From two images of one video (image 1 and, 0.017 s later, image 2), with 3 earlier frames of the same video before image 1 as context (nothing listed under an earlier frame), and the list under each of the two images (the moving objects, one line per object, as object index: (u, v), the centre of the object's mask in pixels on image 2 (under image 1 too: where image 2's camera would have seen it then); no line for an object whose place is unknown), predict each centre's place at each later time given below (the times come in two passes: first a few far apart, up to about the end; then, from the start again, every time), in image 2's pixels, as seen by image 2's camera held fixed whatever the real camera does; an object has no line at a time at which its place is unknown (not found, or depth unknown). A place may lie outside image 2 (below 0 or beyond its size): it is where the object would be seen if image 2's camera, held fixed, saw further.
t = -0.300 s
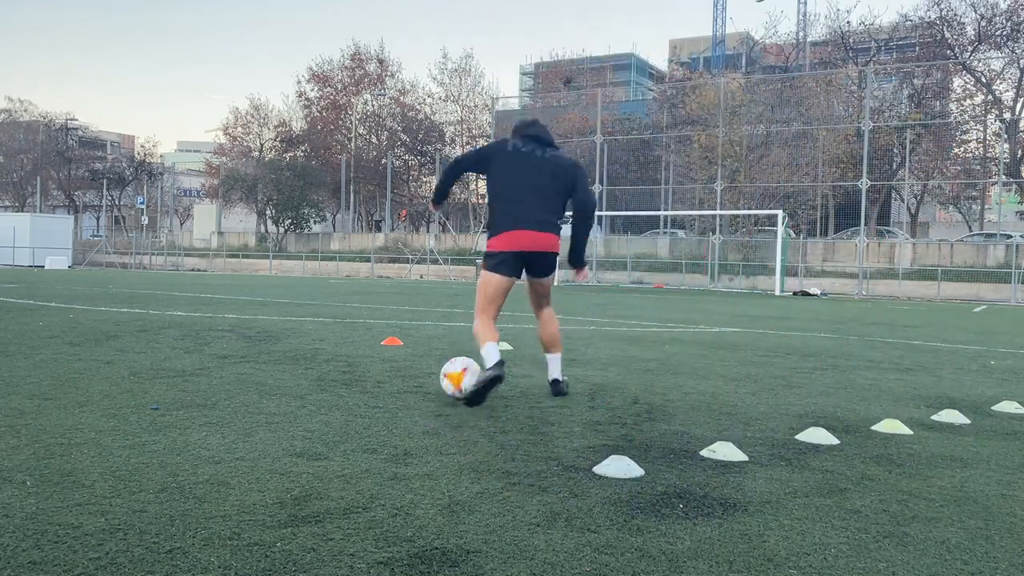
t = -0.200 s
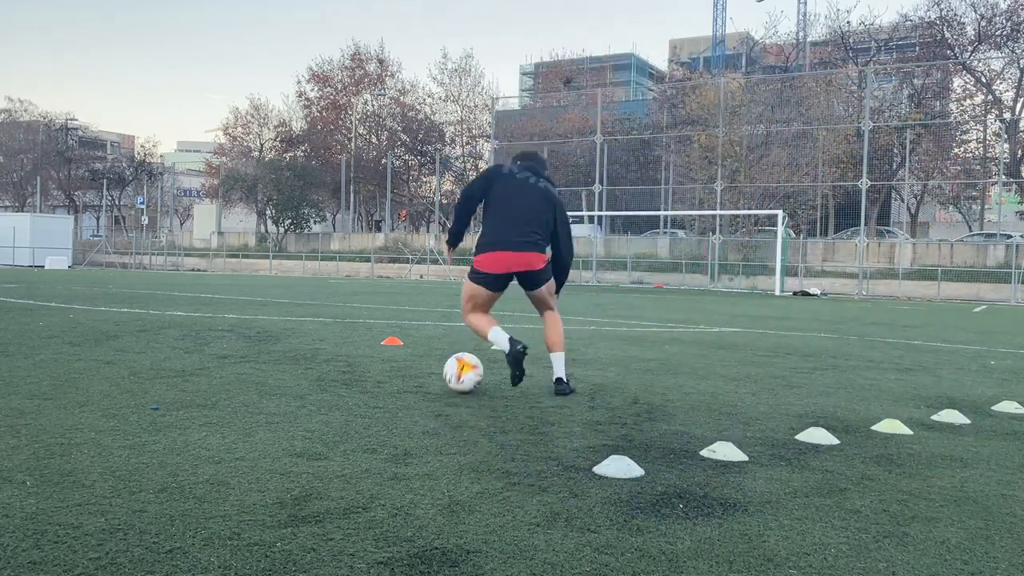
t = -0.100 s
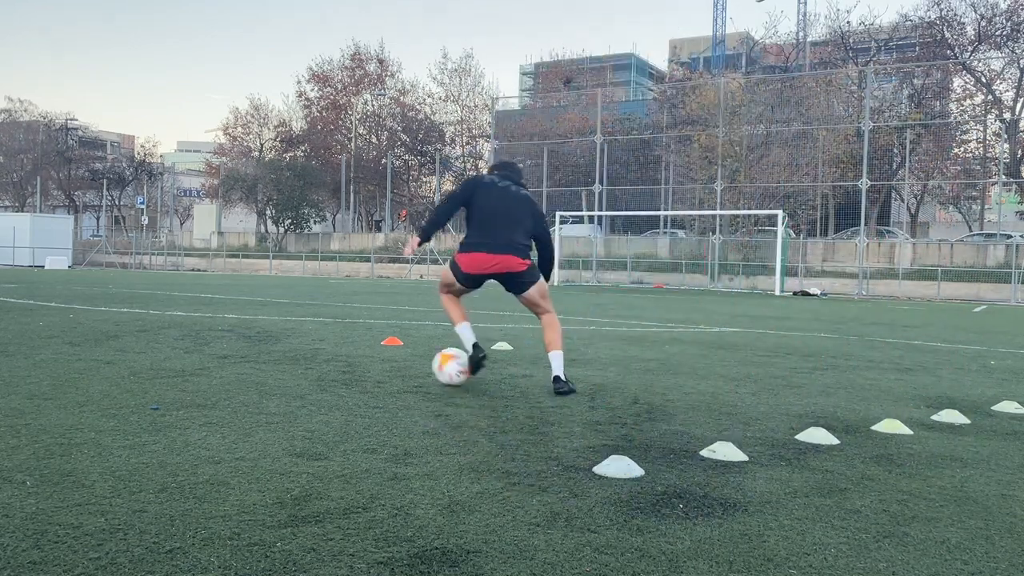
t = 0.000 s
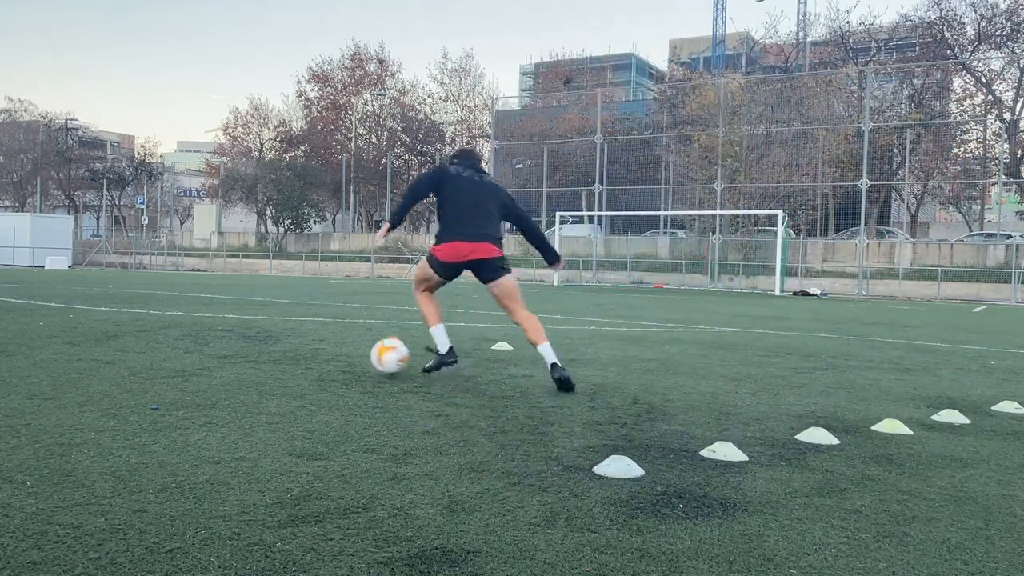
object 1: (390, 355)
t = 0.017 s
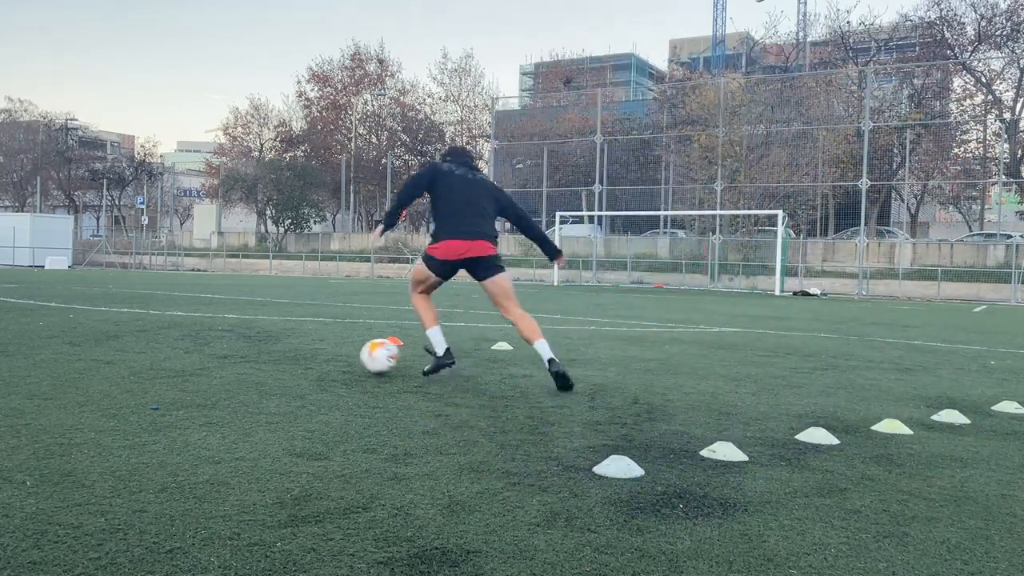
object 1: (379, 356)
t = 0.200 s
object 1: (293, 345)
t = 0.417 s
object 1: (230, 336)
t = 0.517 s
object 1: (211, 333)
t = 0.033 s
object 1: (369, 356)
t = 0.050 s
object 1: (360, 355)
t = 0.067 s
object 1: (352, 352)
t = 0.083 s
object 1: (344, 350)
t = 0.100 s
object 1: (337, 349)
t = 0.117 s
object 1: (329, 348)
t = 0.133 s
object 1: (321, 347)
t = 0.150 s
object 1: (313, 347)
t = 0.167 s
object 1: (306, 347)
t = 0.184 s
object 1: (299, 347)
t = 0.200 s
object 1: (293, 345)
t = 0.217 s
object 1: (287, 344)
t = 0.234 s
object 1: (281, 343)
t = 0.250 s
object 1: (275, 343)
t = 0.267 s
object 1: (269, 342)
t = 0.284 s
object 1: (264, 342)
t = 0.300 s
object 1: (259, 341)
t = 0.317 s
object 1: (254, 338)
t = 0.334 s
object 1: (250, 338)
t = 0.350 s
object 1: (246, 336)
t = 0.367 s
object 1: (242, 337)
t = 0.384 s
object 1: (238, 336)
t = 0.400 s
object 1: (234, 337)
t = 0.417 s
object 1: (230, 336)
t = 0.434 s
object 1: (227, 334)
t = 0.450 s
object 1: (224, 334)
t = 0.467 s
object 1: (220, 333)
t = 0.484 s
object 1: (217, 333)
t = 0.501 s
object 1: (214, 333)
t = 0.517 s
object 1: (211, 333)
